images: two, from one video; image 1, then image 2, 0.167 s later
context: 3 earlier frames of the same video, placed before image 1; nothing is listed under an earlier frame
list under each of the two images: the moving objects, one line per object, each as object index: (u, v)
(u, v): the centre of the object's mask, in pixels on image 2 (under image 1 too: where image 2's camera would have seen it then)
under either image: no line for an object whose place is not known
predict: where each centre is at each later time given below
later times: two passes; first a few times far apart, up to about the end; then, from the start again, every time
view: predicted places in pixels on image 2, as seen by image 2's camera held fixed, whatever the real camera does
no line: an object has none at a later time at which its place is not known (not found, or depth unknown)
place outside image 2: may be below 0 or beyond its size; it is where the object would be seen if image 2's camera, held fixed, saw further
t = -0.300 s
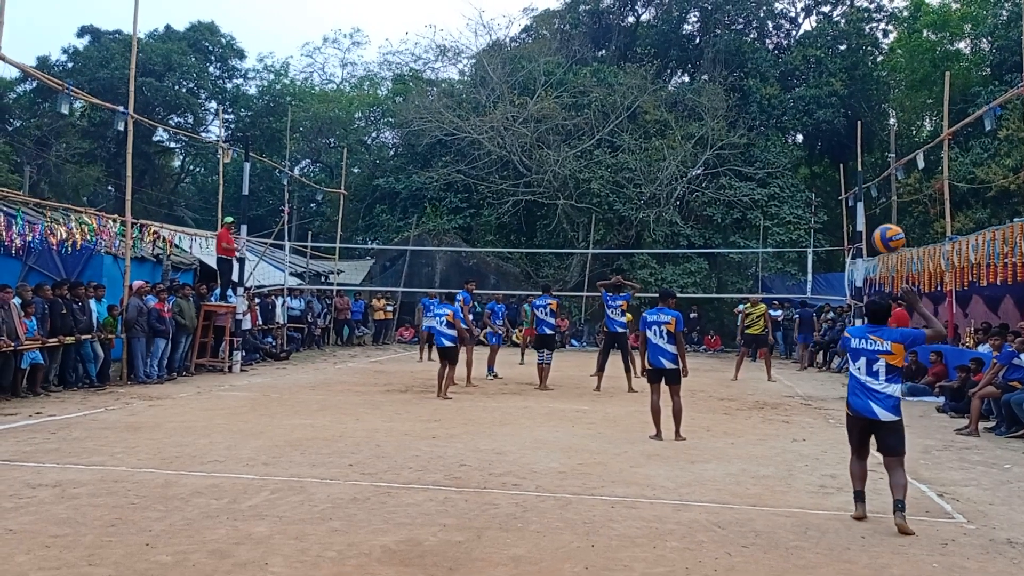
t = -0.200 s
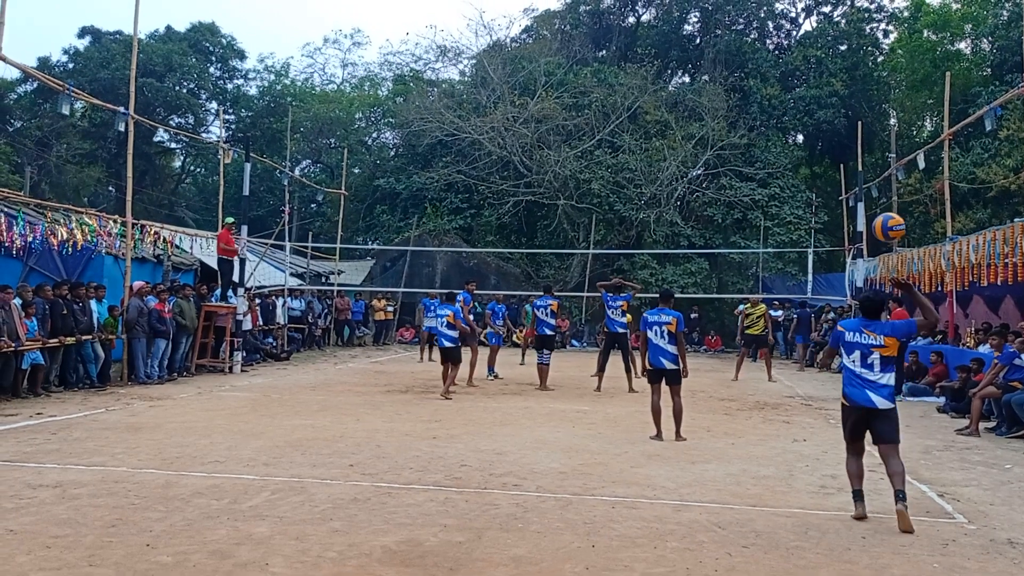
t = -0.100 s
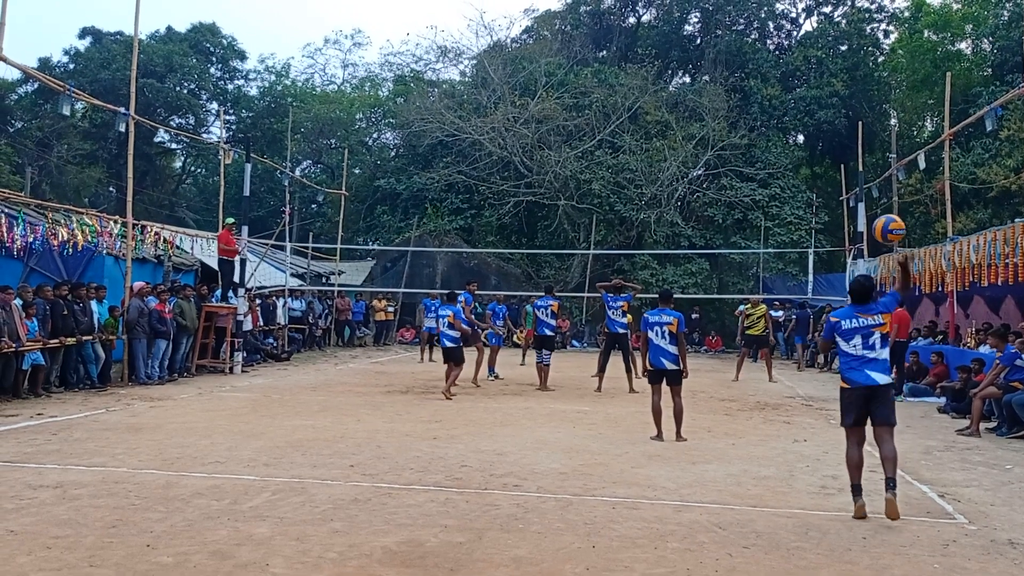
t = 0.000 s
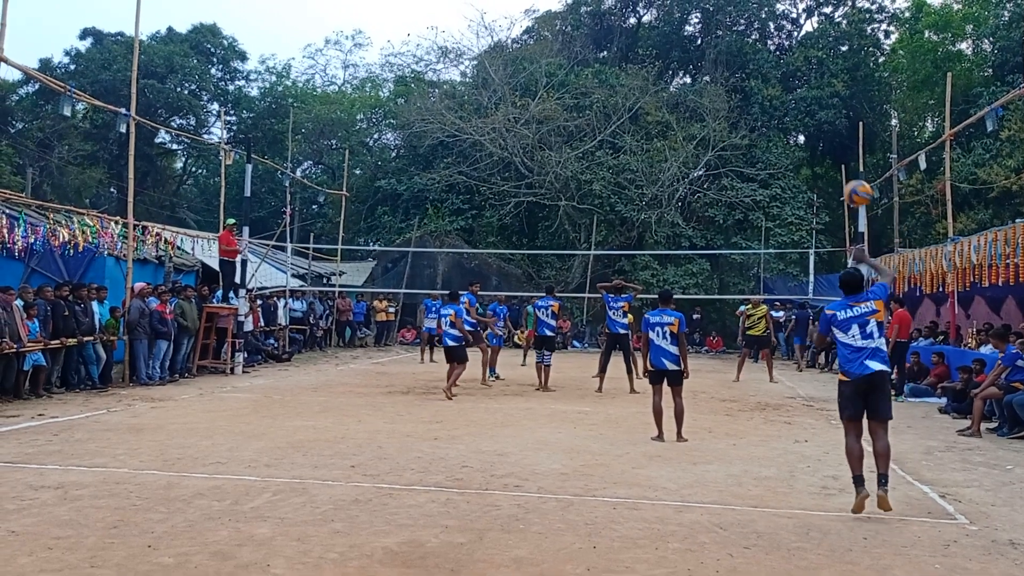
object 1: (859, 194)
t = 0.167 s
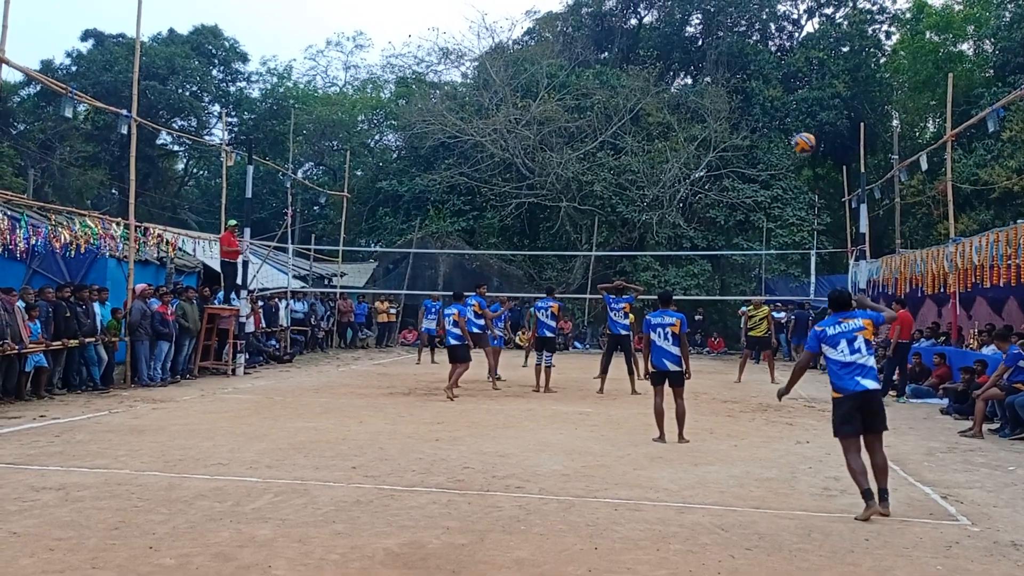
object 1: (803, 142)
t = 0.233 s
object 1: (790, 136)
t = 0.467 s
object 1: (745, 139)
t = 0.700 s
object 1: (714, 179)
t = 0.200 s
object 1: (795, 137)
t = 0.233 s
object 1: (790, 136)
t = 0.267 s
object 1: (779, 132)
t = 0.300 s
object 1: (773, 131)
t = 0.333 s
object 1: (766, 131)
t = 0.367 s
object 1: (760, 131)
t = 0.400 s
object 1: (755, 133)
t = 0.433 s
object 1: (750, 136)
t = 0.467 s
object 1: (745, 139)
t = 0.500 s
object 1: (740, 143)
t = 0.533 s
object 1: (735, 148)
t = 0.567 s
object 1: (731, 154)
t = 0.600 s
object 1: (727, 160)
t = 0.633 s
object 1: (722, 166)
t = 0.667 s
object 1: (718, 172)
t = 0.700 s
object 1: (714, 179)
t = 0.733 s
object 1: (710, 186)
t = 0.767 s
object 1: (706, 192)
